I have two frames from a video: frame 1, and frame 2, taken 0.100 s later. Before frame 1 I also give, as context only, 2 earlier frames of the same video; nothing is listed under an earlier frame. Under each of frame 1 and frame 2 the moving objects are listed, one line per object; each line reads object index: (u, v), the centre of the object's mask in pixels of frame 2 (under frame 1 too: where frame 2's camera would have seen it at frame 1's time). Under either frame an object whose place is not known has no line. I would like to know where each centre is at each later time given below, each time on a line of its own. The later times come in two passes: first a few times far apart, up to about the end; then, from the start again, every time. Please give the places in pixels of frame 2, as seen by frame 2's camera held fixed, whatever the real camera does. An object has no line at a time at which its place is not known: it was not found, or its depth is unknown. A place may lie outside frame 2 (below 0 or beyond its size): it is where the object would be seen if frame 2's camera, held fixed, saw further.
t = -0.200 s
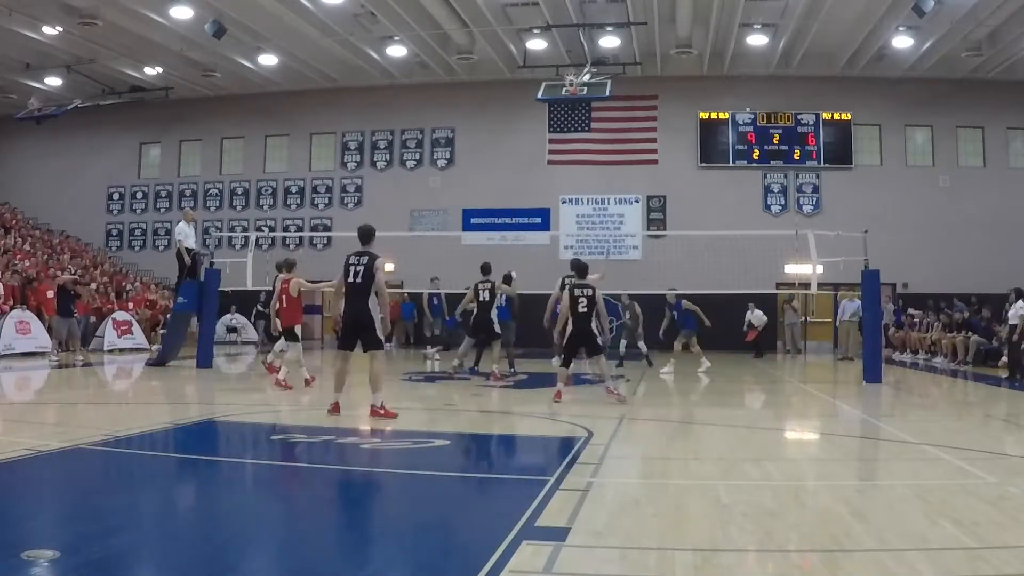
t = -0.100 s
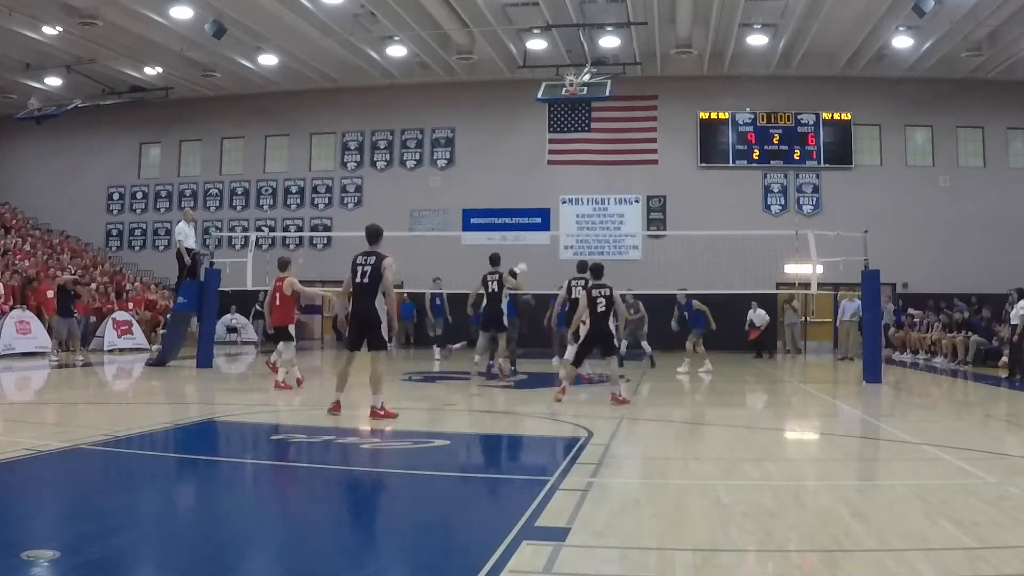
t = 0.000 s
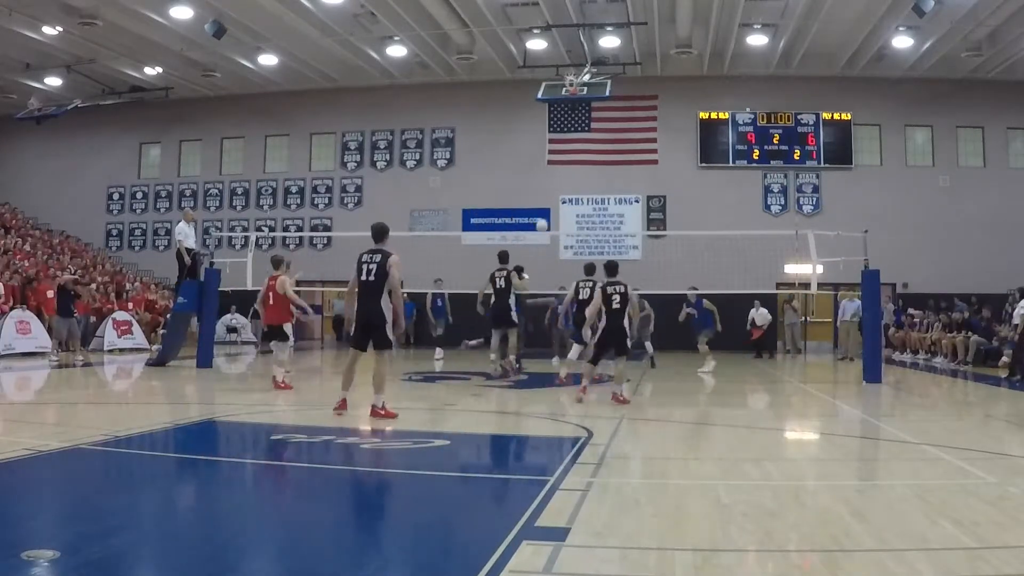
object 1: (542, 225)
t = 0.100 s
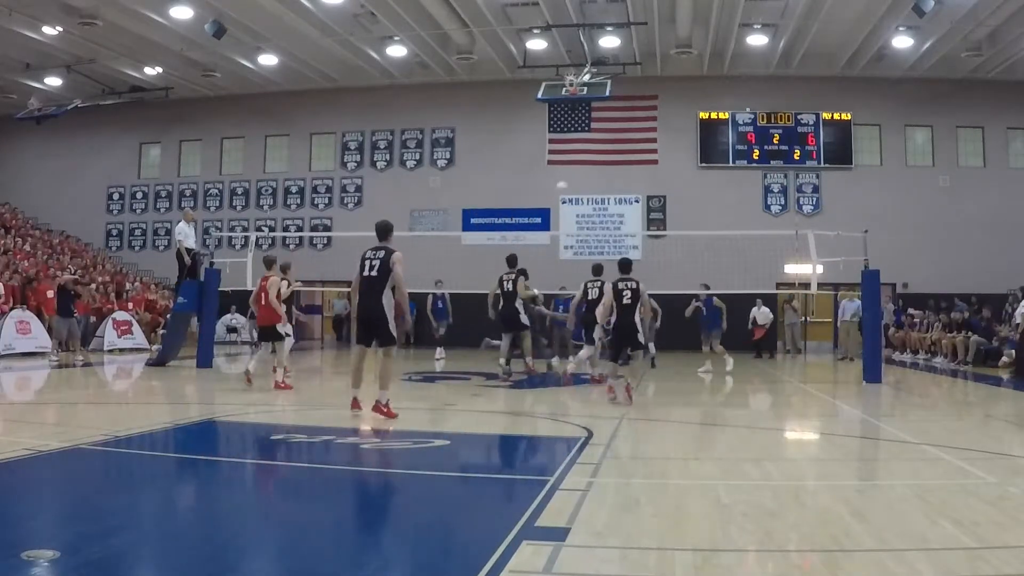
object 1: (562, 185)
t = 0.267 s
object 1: (594, 136)
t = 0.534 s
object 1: (643, 87)
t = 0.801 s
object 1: (692, 74)
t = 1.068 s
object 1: (742, 99)
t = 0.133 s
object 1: (568, 174)
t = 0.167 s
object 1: (574, 163)
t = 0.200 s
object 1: (581, 155)
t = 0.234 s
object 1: (587, 145)
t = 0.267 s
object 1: (594, 136)
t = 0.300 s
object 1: (600, 128)
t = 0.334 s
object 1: (606, 120)
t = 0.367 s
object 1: (613, 113)
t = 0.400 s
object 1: (619, 106)
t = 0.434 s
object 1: (625, 101)
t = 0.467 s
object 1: (631, 96)
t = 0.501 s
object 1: (637, 91)
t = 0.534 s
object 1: (643, 87)
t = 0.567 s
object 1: (650, 83)
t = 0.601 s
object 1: (656, 80)
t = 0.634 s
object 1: (662, 78)
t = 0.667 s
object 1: (668, 76)
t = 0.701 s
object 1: (674, 74)
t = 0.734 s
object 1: (680, 74)
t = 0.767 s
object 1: (686, 74)
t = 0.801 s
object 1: (692, 74)
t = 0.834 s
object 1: (698, 75)
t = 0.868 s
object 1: (705, 77)
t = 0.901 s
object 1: (711, 79)
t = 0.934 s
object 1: (717, 82)
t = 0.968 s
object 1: (723, 85)
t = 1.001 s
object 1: (729, 89)
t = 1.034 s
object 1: (735, 94)
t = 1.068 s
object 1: (742, 99)
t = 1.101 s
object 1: (748, 105)
